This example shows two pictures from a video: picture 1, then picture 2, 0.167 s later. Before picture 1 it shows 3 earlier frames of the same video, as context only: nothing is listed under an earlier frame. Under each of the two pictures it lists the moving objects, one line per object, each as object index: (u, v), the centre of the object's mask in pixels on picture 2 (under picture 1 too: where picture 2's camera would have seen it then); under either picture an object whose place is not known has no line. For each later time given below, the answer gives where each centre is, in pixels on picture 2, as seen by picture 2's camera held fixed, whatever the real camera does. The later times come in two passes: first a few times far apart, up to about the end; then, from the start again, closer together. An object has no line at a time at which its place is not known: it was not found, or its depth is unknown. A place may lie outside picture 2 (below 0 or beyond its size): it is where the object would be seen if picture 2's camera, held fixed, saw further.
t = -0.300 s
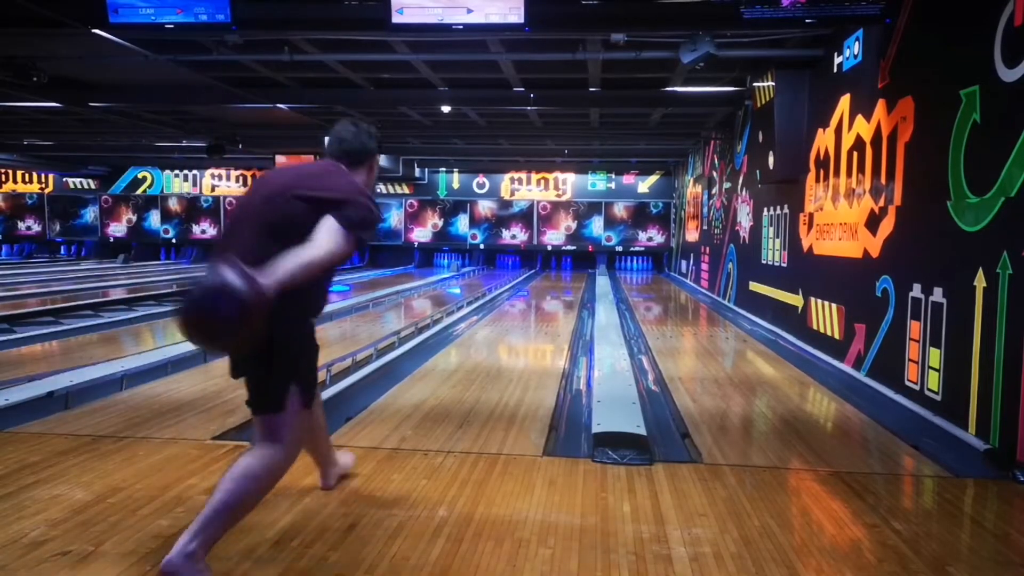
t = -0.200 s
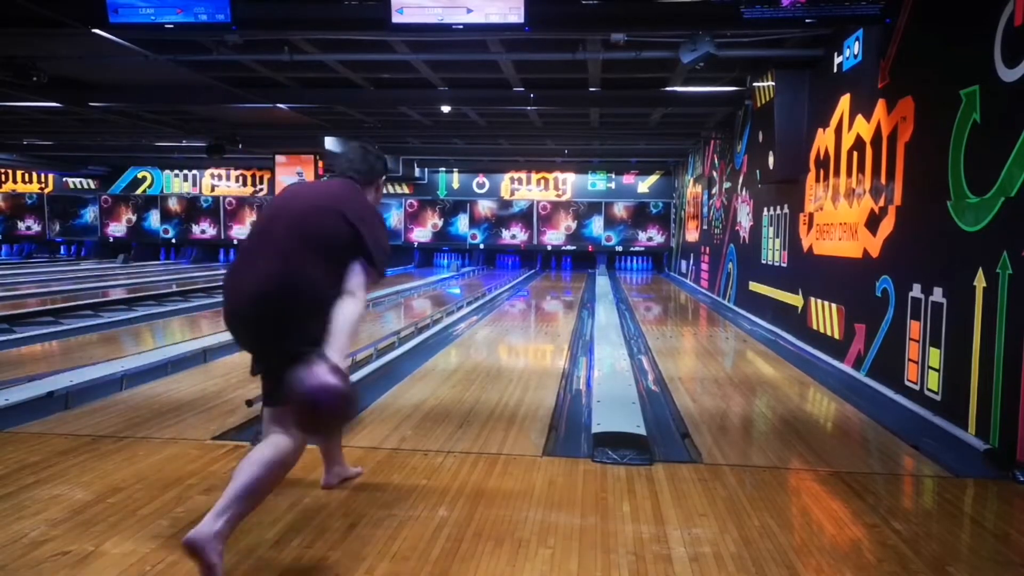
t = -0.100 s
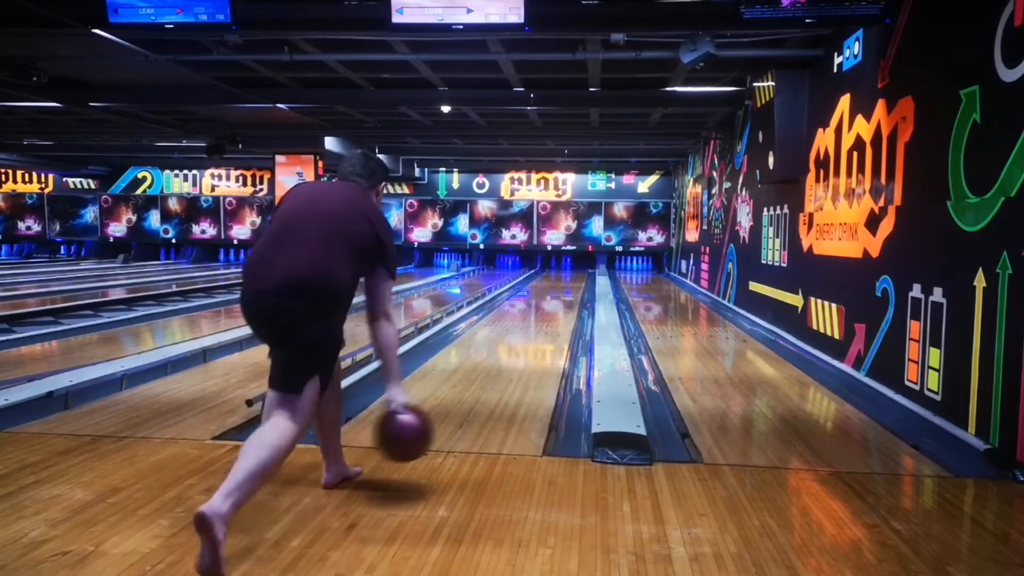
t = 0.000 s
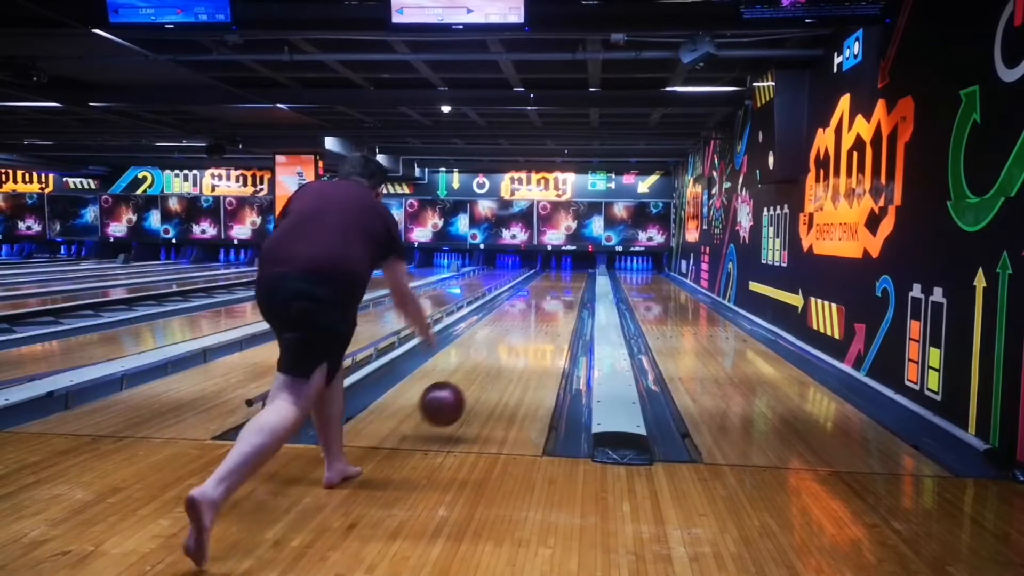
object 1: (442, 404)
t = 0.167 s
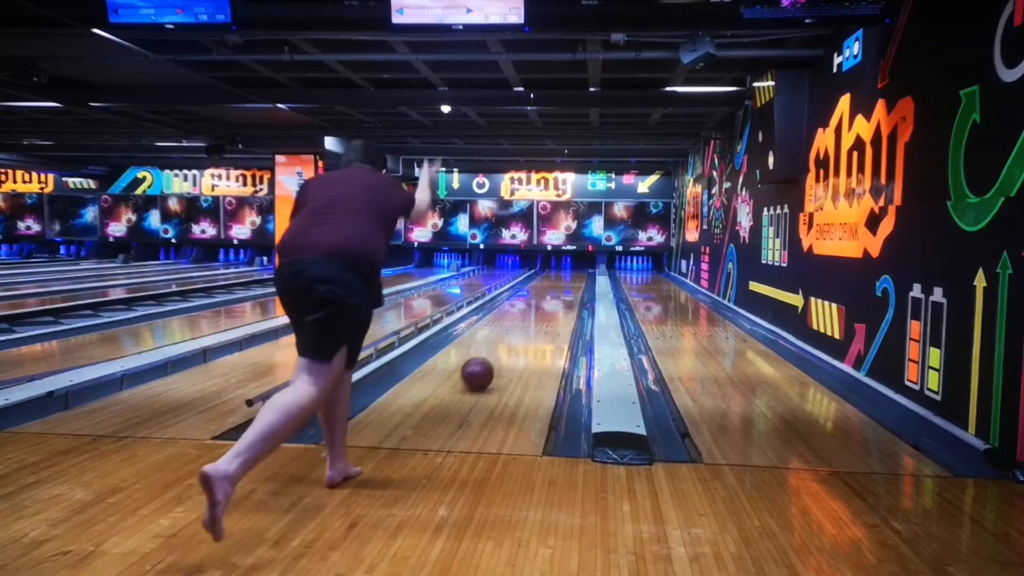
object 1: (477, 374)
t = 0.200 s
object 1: (482, 367)
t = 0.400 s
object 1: (504, 337)
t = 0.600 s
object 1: (518, 318)
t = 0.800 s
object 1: (528, 306)
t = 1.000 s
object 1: (536, 297)
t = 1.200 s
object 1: (541, 289)
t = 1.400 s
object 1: (545, 285)
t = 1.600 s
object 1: (549, 280)
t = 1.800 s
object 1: (552, 277)
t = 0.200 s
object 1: (482, 367)
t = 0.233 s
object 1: (487, 361)
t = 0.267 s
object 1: (491, 355)
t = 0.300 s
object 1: (494, 350)
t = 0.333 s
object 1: (498, 345)
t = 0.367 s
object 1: (501, 341)
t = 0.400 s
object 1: (504, 337)
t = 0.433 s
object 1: (507, 333)
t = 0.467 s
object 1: (509, 330)
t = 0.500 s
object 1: (512, 327)
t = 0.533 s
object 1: (514, 324)
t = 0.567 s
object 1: (516, 321)
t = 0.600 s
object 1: (518, 318)
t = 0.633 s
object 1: (520, 316)
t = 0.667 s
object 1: (522, 314)
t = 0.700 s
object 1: (523, 312)
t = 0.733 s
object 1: (525, 310)
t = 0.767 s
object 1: (527, 309)
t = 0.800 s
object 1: (528, 306)
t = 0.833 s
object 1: (529, 305)
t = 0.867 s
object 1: (531, 303)
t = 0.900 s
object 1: (532, 301)
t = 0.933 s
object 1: (533, 300)
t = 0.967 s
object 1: (534, 298)
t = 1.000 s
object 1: (536, 297)
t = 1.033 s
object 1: (537, 296)
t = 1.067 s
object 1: (538, 294)
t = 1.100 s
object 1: (539, 293)
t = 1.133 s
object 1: (539, 292)
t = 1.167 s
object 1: (540, 291)
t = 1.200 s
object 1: (541, 289)
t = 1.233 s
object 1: (542, 288)
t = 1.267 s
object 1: (543, 288)
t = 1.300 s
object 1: (544, 287)
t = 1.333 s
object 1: (544, 286)
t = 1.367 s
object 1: (545, 285)
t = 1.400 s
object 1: (545, 285)
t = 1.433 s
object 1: (546, 282)
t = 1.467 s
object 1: (547, 282)
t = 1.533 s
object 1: (548, 281)
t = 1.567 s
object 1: (548, 281)
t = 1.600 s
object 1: (549, 280)
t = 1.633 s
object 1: (550, 280)
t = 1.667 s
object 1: (550, 279)
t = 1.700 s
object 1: (550, 279)
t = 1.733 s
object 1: (551, 278)
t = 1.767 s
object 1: (551, 277)
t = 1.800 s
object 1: (552, 277)
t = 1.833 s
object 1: (552, 277)
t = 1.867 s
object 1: (553, 276)
